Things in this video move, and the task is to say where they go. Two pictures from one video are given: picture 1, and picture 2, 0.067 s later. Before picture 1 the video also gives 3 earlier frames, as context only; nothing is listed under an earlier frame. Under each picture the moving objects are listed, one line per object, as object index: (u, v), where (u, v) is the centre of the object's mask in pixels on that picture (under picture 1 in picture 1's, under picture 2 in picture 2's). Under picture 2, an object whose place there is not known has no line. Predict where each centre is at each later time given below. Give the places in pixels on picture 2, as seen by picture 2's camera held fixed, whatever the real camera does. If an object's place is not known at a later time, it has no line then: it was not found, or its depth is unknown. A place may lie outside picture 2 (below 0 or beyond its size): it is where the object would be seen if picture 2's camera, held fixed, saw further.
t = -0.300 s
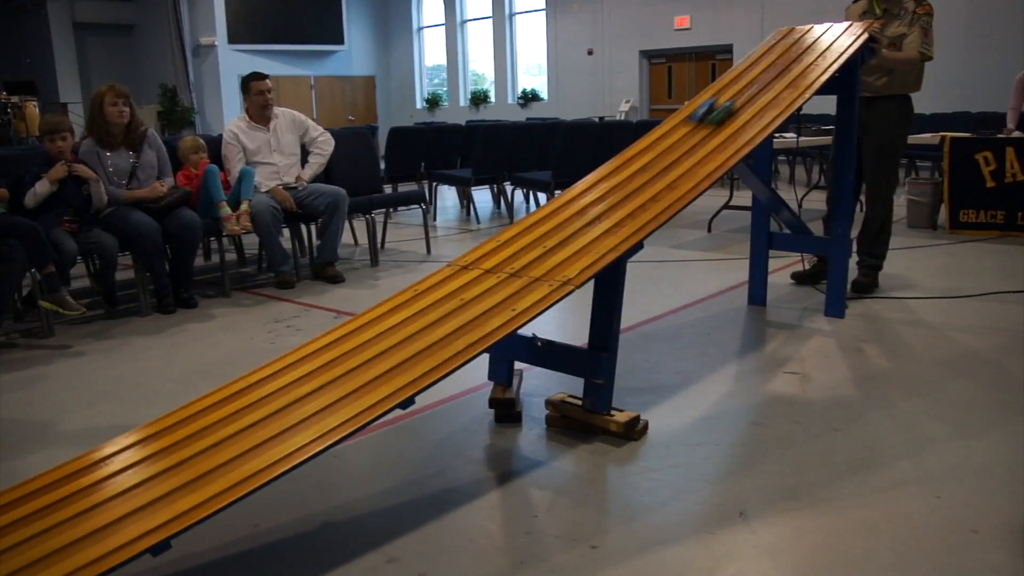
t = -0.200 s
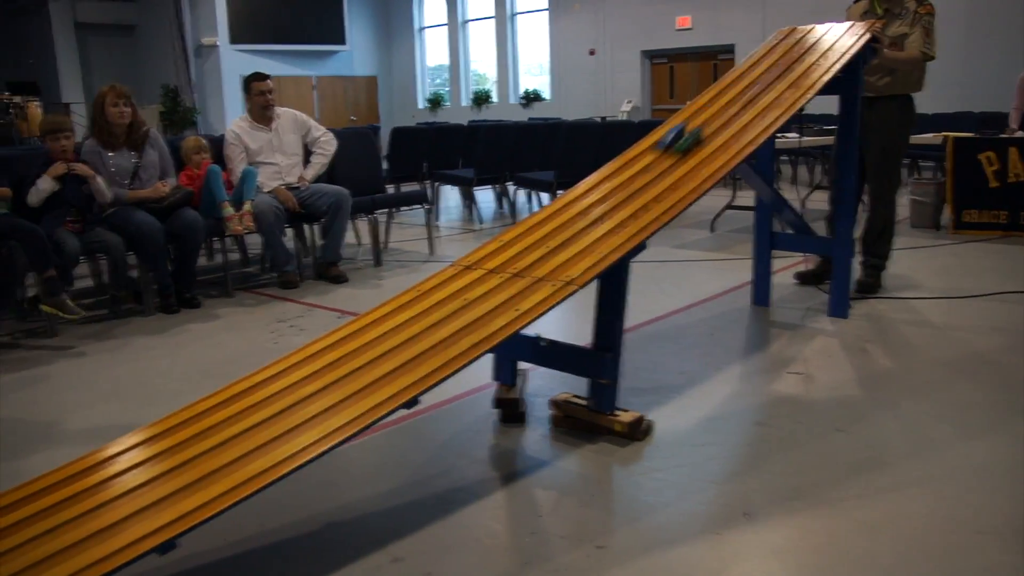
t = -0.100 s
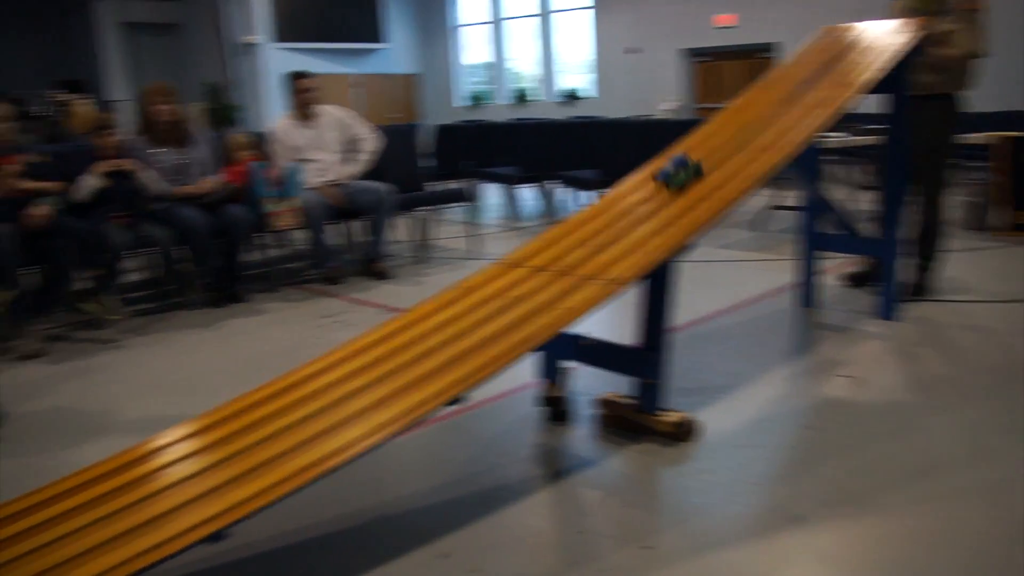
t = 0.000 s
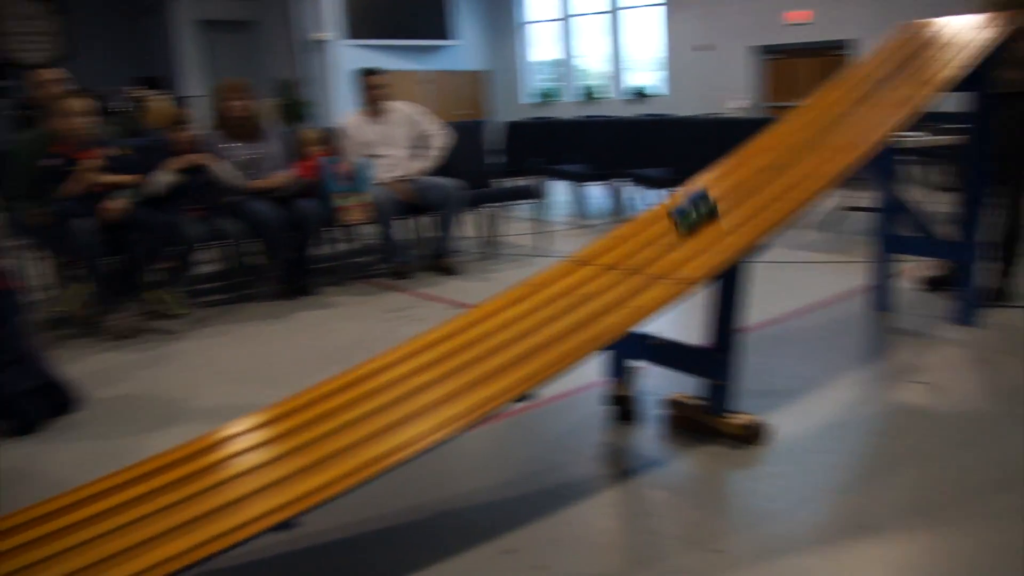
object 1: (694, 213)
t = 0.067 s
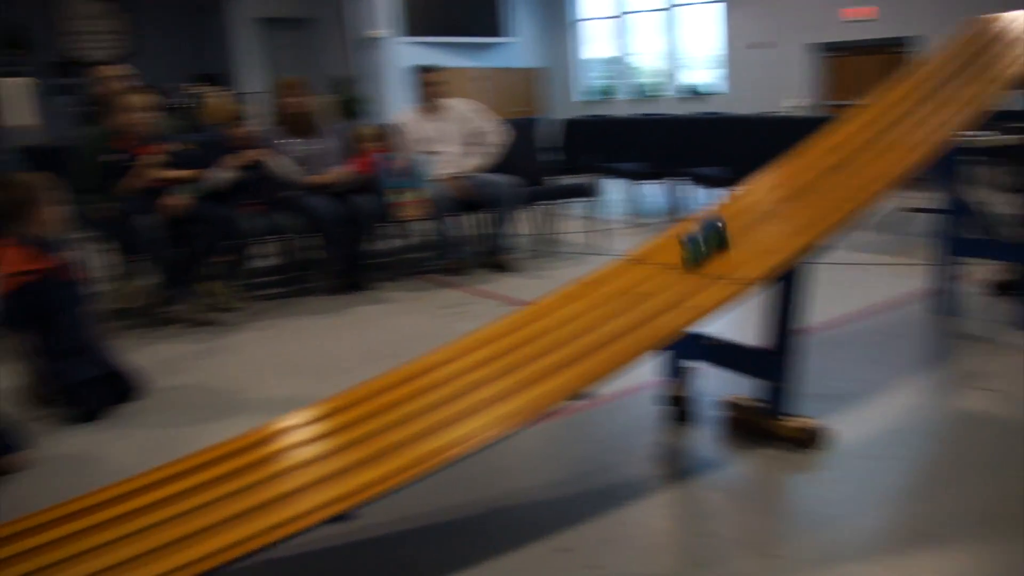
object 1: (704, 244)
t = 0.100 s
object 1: (675, 264)
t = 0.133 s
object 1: (646, 281)
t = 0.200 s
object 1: (577, 320)
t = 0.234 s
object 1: (538, 339)
